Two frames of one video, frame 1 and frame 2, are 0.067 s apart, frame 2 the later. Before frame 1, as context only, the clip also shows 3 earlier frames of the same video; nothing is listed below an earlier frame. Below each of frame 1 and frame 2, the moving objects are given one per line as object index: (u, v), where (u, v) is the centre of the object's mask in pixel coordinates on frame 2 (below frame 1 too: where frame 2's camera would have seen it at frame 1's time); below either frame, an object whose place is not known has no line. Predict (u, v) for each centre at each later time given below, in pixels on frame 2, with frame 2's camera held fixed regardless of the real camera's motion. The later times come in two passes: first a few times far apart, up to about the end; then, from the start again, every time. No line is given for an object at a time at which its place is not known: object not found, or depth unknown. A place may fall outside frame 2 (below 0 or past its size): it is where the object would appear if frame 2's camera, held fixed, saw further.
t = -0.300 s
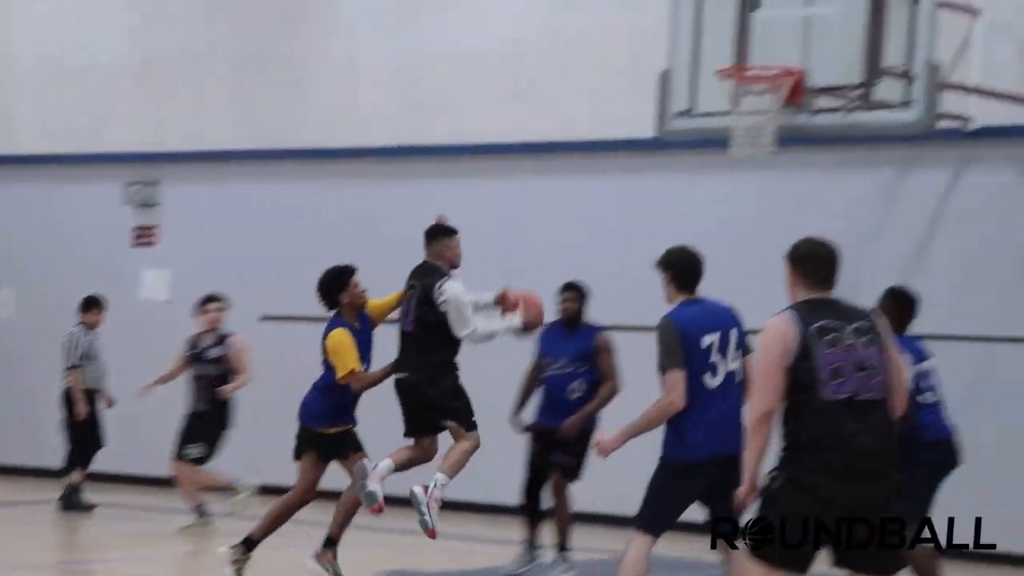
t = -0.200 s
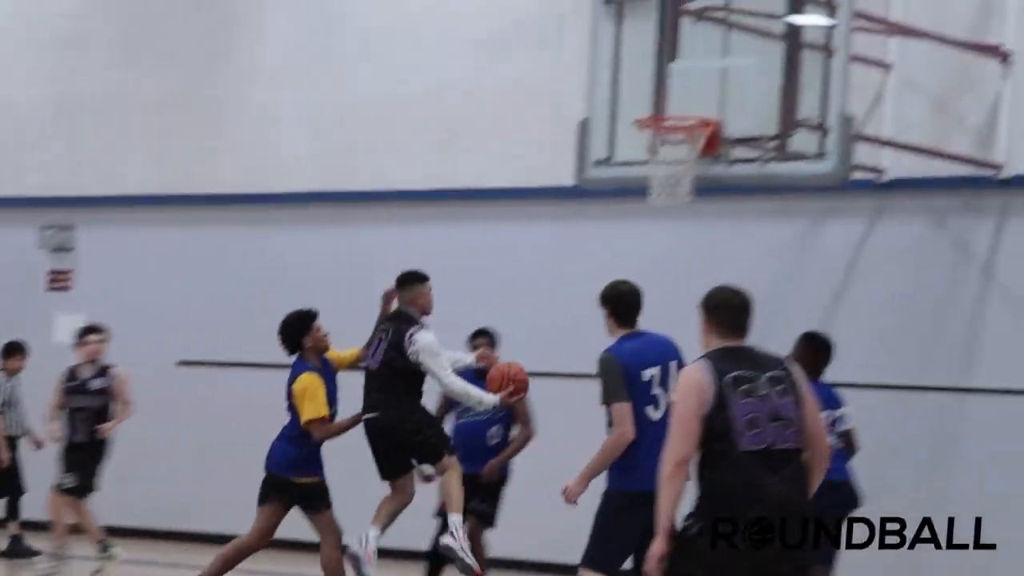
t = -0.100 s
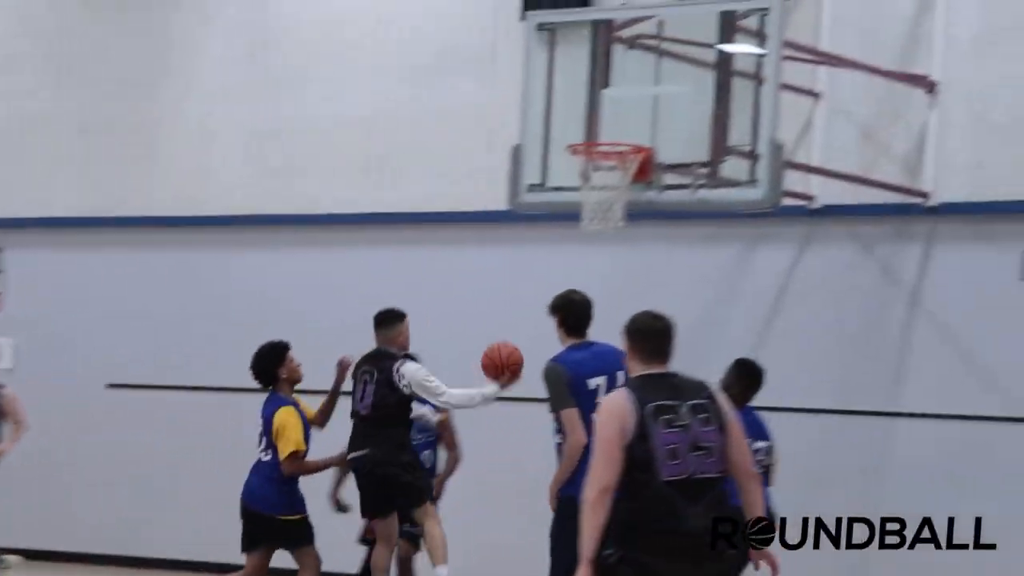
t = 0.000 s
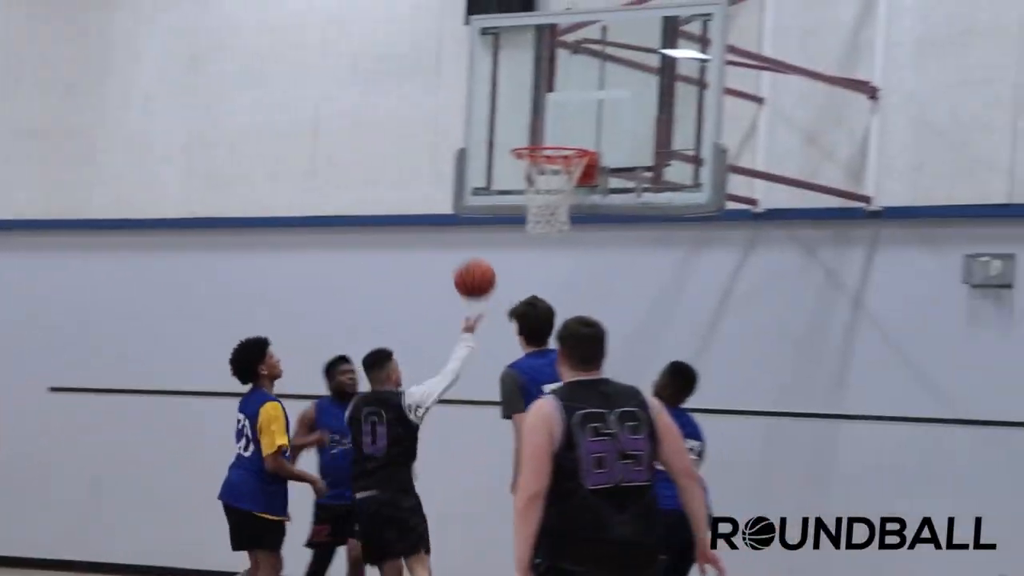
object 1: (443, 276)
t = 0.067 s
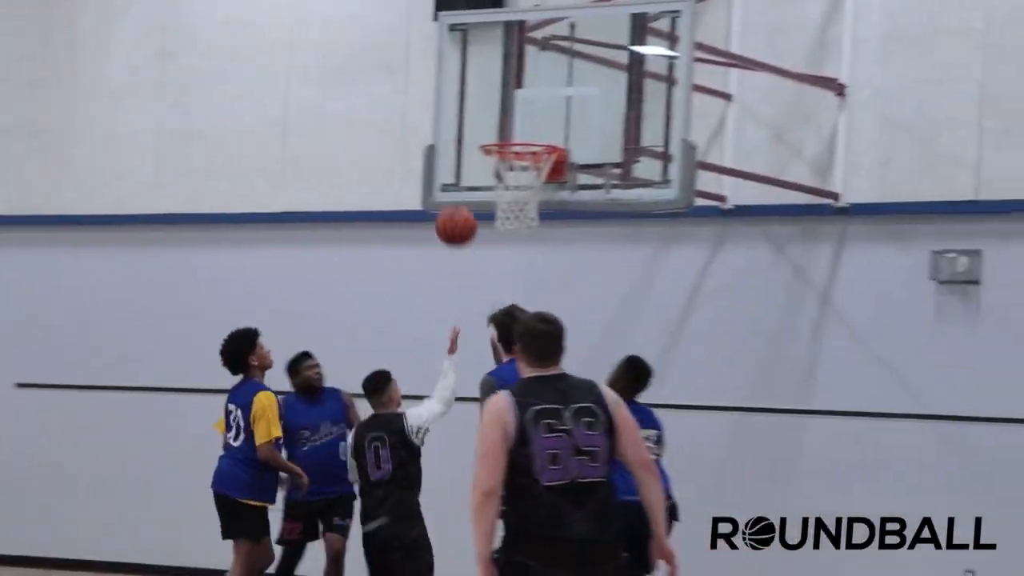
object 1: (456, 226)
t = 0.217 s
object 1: (481, 144)
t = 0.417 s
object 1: (510, 97)
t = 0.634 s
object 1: (537, 118)
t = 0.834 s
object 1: (527, 102)
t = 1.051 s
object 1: (500, 115)
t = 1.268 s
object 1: (522, 127)
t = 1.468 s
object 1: (519, 156)
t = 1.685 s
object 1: (490, 192)
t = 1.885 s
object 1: (504, 237)
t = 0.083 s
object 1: (459, 215)
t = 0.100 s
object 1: (462, 204)
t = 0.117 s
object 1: (465, 194)
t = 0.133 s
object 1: (468, 185)
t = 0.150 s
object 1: (471, 176)
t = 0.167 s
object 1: (473, 167)
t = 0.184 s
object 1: (477, 159)
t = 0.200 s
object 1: (479, 151)
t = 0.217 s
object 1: (481, 144)
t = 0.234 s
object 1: (484, 138)
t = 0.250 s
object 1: (487, 132)
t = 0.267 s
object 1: (489, 126)
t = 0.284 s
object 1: (492, 121)
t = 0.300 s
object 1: (494, 116)
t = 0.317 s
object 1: (496, 112)
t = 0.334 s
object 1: (498, 109)
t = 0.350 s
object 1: (501, 105)
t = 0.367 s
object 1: (503, 103)
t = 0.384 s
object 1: (506, 100)
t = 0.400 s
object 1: (508, 98)
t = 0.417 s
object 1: (510, 97)
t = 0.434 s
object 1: (512, 96)
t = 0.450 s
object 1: (514, 95)
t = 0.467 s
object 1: (517, 95)
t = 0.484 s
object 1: (519, 95)
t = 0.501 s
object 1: (521, 96)
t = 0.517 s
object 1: (523, 98)
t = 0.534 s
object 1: (525, 99)
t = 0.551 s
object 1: (527, 101)
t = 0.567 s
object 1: (529, 104)
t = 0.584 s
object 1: (531, 106)
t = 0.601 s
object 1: (533, 110)
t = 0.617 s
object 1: (535, 114)
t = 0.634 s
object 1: (537, 118)
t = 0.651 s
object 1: (539, 123)
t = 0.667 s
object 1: (541, 127)
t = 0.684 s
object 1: (542, 130)
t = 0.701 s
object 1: (542, 128)
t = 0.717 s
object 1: (540, 125)
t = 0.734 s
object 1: (538, 120)
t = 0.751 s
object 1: (536, 116)
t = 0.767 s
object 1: (534, 113)
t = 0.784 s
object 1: (532, 109)
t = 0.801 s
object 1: (531, 106)
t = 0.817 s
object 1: (528, 104)
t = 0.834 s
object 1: (527, 102)
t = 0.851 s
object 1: (525, 100)
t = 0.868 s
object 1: (524, 99)
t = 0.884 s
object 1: (522, 98)
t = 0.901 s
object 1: (520, 98)
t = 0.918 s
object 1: (517, 98)
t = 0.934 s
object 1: (515, 99)
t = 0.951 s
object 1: (513, 100)
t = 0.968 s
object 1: (511, 101)
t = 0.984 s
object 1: (509, 103)
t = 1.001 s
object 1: (507, 105)
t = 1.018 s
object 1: (505, 108)
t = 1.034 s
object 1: (502, 111)
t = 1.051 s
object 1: (500, 115)
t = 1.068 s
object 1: (498, 119)
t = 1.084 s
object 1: (495, 123)
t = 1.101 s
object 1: (493, 127)
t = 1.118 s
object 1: (493, 129)
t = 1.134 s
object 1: (496, 127)
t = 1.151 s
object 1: (499, 126)
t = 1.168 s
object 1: (503, 125)
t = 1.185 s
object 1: (506, 125)
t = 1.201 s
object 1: (509, 125)
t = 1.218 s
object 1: (512, 124)
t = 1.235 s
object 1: (515, 125)
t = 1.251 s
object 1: (518, 126)
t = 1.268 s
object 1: (522, 127)
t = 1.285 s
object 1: (525, 128)
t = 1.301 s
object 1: (528, 129)
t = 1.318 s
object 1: (531, 130)
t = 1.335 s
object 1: (534, 132)
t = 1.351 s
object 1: (538, 134)
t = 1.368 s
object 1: (539, 135)
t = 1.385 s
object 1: (536, 136)
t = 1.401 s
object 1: (533, 136)
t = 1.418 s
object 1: (530, 136)
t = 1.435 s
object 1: (525, 137)
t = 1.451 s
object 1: (522, 152)
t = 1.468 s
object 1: (519, 156)
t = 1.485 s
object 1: (515, 160)
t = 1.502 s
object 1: (510, 163)
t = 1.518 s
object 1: (506, 166)
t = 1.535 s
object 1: (503, 170)
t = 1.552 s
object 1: (499, 176)
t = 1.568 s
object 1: (497, 179)
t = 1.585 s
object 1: (495, 182)
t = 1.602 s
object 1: (493, 185)
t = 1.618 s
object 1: (492, 187)
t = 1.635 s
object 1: (491, 189)
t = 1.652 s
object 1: (490, 191)
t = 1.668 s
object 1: (490, 191)
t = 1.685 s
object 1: (490, 192)
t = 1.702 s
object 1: (491, 195)
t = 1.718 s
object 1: (492, 197)
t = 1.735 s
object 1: (492, 198)
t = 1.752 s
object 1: (494, 202)
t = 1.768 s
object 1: (494, 204)
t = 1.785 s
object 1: (496, 208)
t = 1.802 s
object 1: (498, 212)
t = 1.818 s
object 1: (500, 216)
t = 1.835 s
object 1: (500, 220)
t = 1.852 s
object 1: (501, 229)
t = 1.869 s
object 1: (503, 233)
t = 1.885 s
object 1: (504, 237)
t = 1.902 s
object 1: (505, 242)
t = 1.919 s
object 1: (506, 249)
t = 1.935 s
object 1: (507, 256)
